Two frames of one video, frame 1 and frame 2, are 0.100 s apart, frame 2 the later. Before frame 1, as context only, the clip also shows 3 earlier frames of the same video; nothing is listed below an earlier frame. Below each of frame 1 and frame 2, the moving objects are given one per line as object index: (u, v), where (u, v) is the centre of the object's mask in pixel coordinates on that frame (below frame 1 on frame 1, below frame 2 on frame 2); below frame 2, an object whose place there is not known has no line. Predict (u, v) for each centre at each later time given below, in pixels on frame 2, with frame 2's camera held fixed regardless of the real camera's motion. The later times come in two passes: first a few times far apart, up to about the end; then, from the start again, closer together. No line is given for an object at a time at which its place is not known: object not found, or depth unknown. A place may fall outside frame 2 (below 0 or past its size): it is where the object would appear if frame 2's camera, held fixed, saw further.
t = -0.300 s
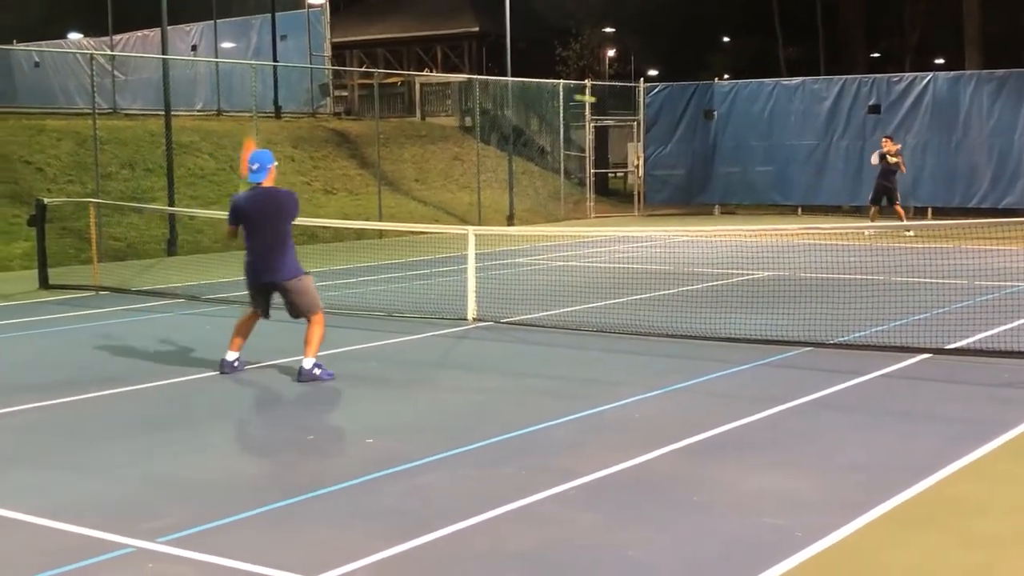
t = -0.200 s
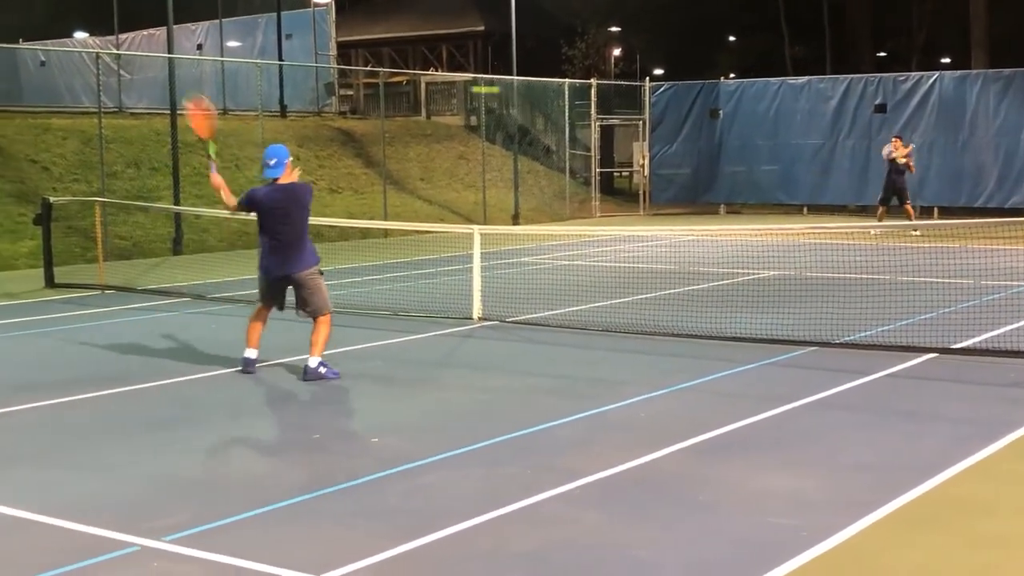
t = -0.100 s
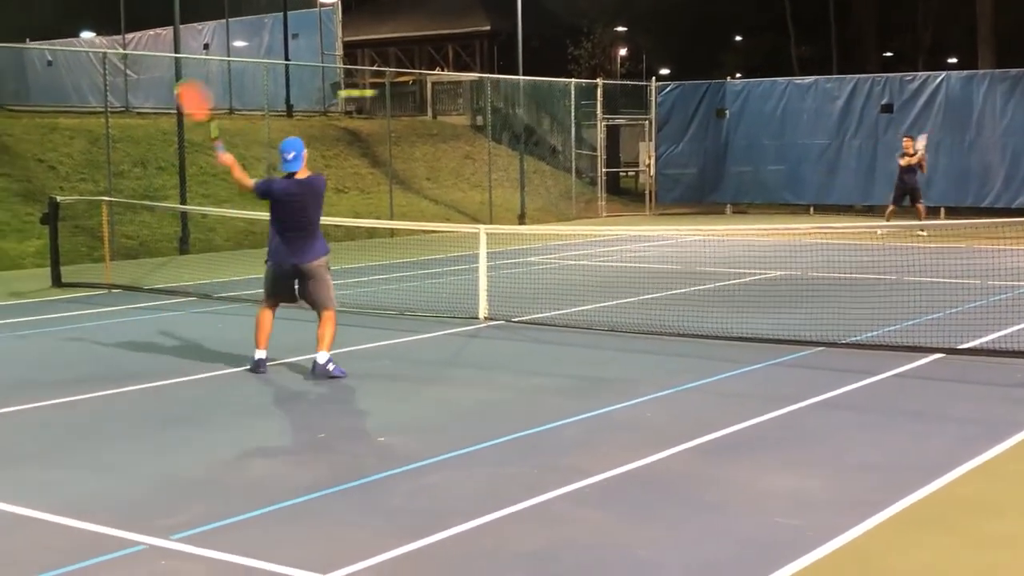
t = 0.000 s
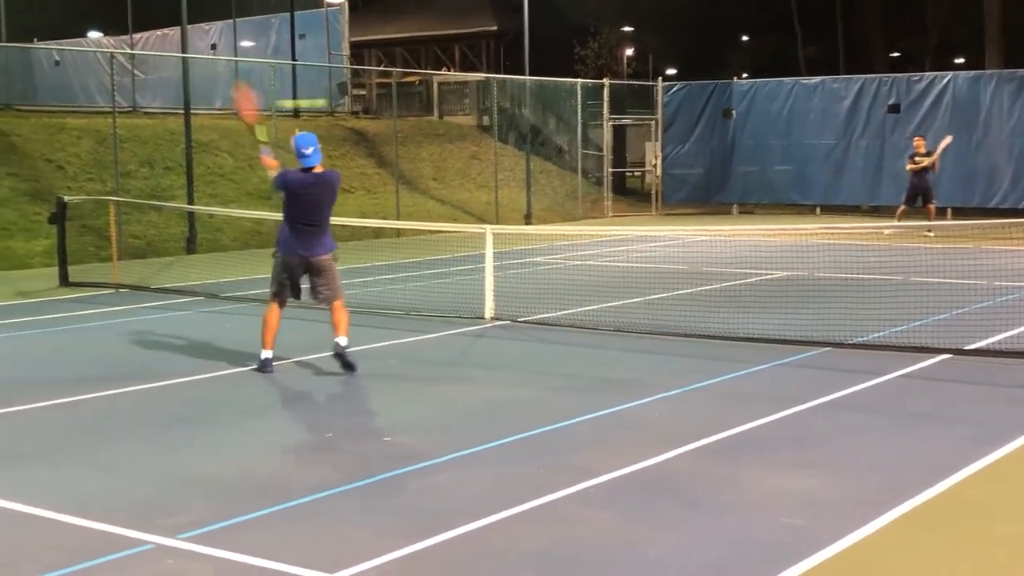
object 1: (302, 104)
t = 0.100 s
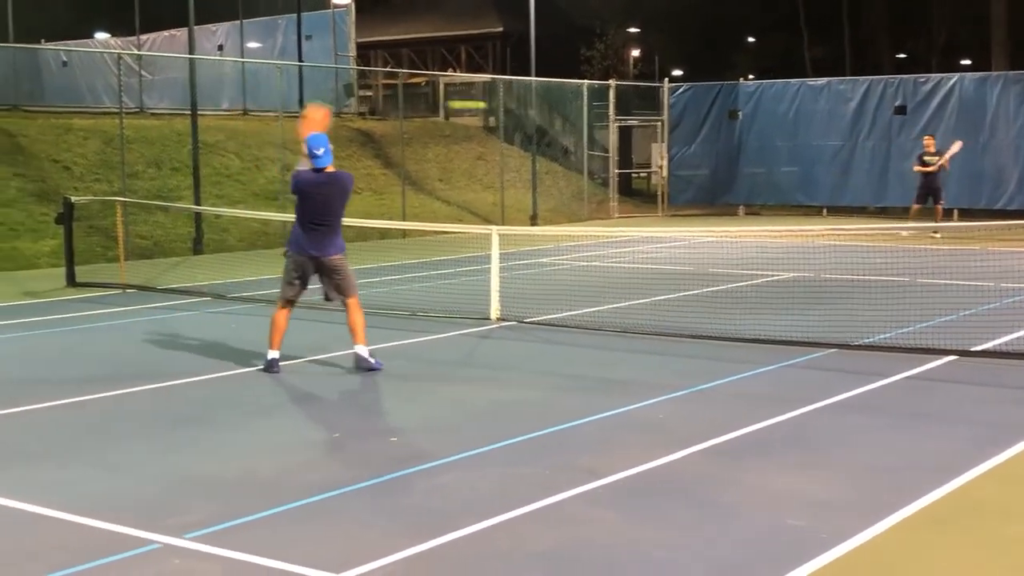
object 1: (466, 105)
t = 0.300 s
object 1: (679, 129)
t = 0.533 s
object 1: (829, 181)
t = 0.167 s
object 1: (550, 110)
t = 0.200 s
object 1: (584, 113)
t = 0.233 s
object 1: (618, 118)
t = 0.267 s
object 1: (649, 123)
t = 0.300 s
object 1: (679, 129)
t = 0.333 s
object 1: (704, 135)
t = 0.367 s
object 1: (728, 142)
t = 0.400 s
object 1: (751, 149)
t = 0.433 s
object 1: (773, 157)
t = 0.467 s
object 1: (792, 165)
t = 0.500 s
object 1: (811, 173)
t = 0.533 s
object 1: (829, 181)
